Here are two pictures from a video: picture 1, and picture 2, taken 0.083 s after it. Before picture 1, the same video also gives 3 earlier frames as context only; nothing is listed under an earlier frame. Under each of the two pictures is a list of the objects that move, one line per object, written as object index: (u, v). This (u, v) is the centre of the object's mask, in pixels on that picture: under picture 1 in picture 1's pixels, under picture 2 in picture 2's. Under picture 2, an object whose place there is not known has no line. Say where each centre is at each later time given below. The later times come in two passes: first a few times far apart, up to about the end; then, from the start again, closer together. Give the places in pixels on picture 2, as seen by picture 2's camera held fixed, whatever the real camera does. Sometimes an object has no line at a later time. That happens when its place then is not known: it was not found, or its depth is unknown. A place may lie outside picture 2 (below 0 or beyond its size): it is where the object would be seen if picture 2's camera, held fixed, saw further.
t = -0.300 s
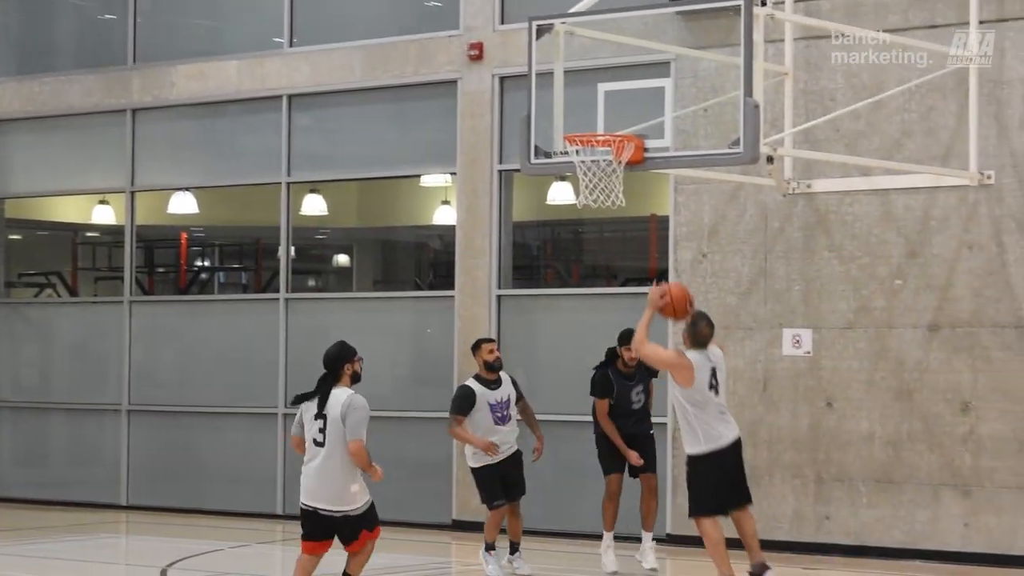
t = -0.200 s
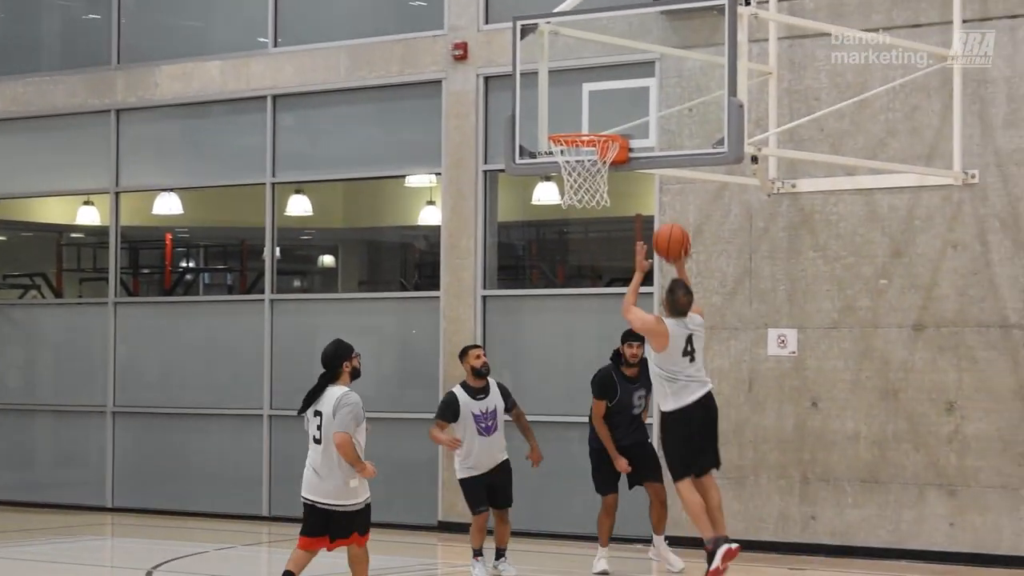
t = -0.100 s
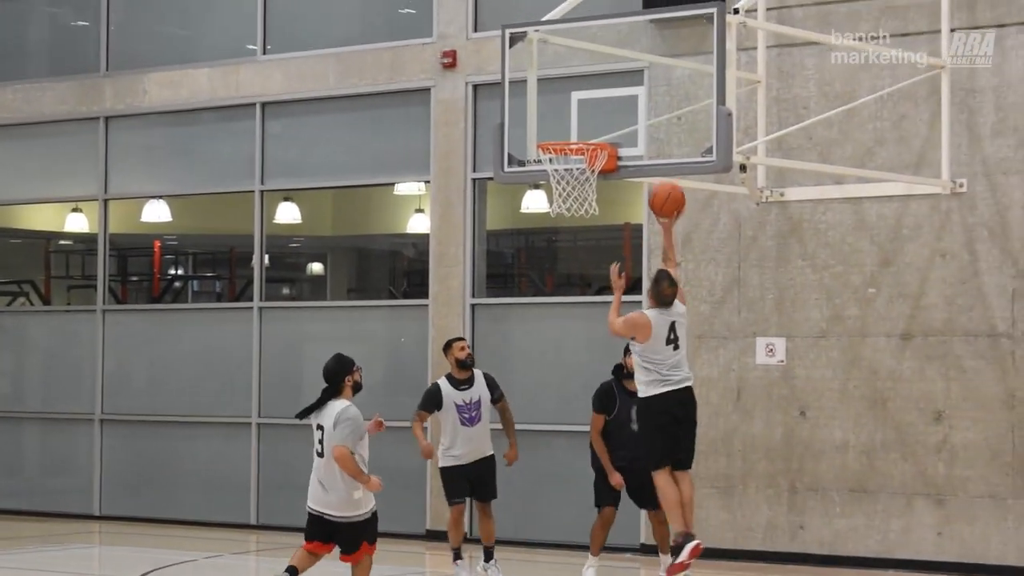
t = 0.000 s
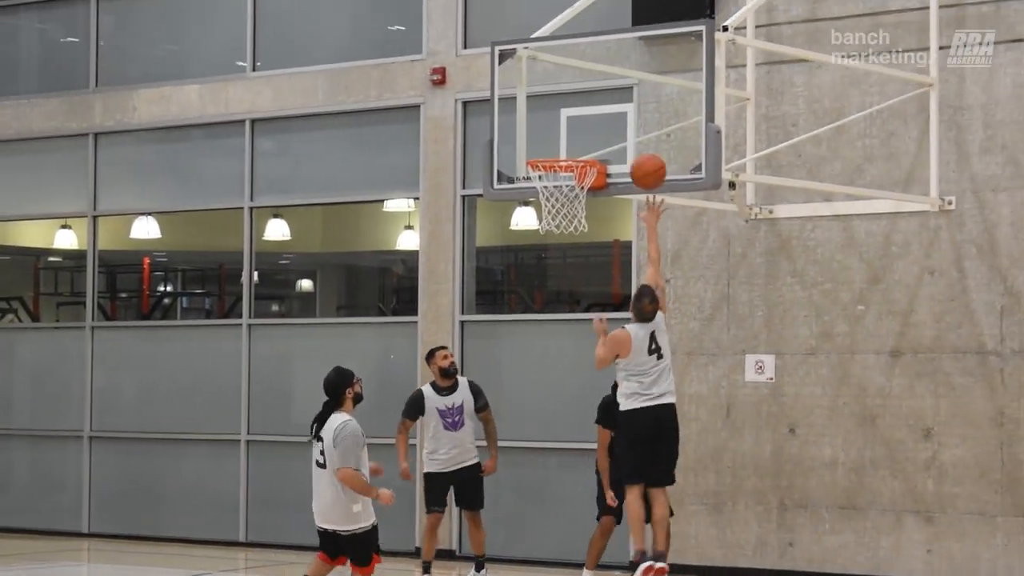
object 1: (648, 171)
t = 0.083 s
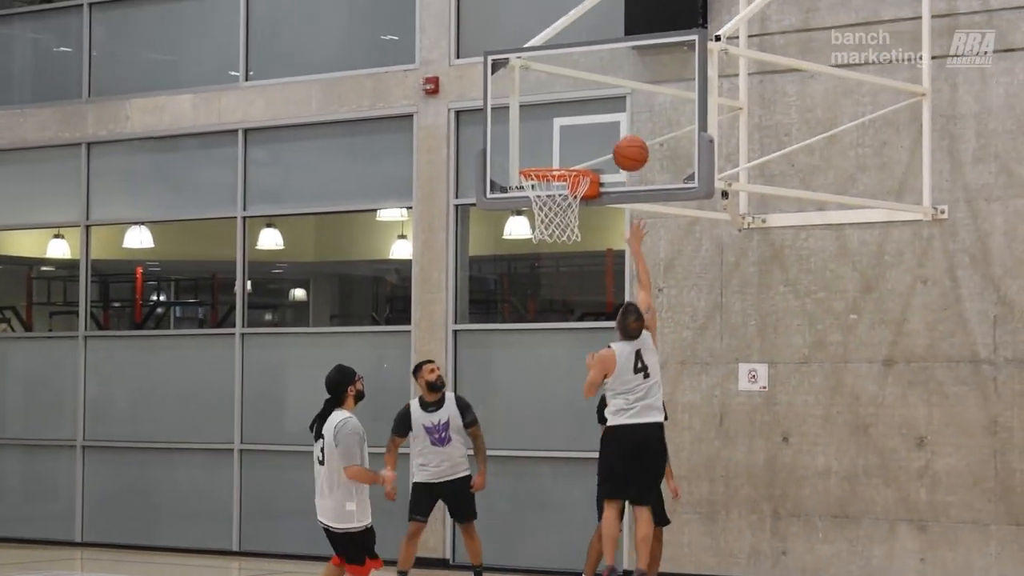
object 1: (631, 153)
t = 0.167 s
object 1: (621, 136)
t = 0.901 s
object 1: (529, 310)
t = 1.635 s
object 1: (569, 419)
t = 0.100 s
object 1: (629, 149)
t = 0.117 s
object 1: (627, 145)
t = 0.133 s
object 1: (625, 141)
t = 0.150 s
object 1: (623, 138)
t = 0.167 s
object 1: (621, 136)
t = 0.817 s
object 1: (531, 268)
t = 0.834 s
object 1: (531, 276)
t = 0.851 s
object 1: (531, 284)
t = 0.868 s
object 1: (530, 293)
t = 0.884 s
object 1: (530, 301)
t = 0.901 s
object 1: (529, 310)
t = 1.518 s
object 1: (553, 461)
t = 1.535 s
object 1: (555, 453)
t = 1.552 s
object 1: (557, 446)
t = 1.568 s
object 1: (560, 440)
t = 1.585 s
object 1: (562, 434)
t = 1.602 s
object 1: (565, 428)
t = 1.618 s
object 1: (567, 423)
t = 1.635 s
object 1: (569, 419)
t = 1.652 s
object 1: (571, 415)
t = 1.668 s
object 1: (573, 411)
